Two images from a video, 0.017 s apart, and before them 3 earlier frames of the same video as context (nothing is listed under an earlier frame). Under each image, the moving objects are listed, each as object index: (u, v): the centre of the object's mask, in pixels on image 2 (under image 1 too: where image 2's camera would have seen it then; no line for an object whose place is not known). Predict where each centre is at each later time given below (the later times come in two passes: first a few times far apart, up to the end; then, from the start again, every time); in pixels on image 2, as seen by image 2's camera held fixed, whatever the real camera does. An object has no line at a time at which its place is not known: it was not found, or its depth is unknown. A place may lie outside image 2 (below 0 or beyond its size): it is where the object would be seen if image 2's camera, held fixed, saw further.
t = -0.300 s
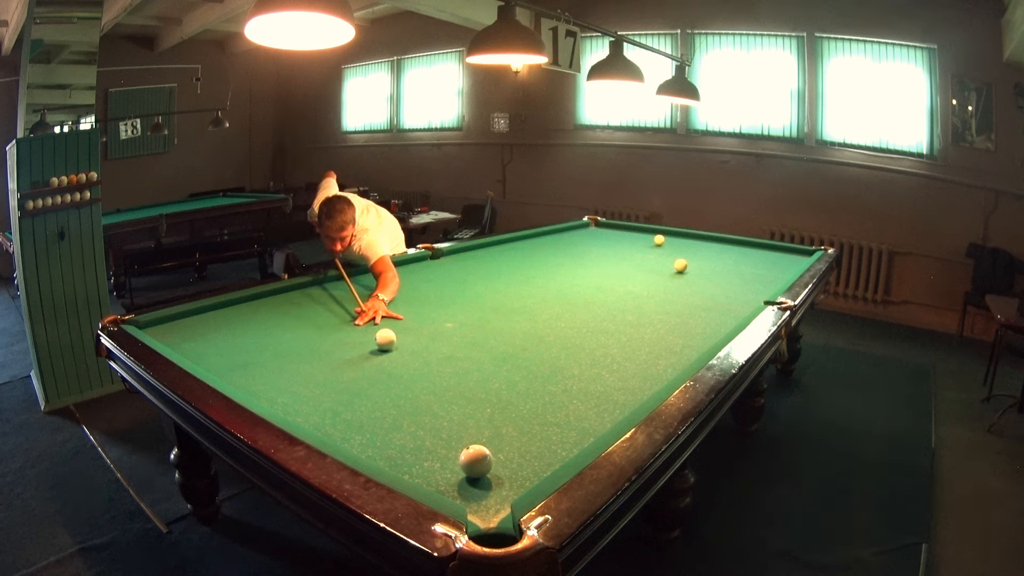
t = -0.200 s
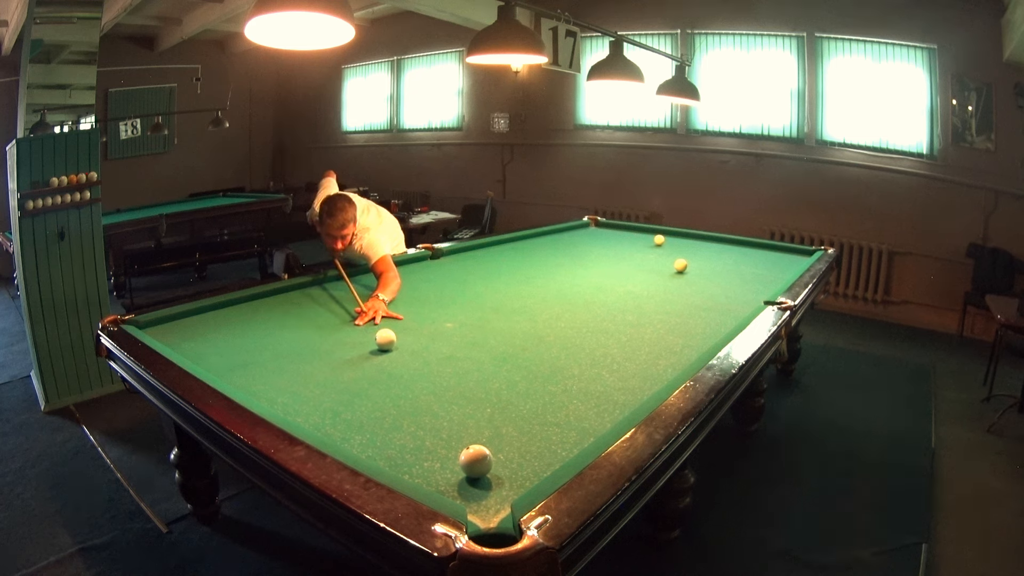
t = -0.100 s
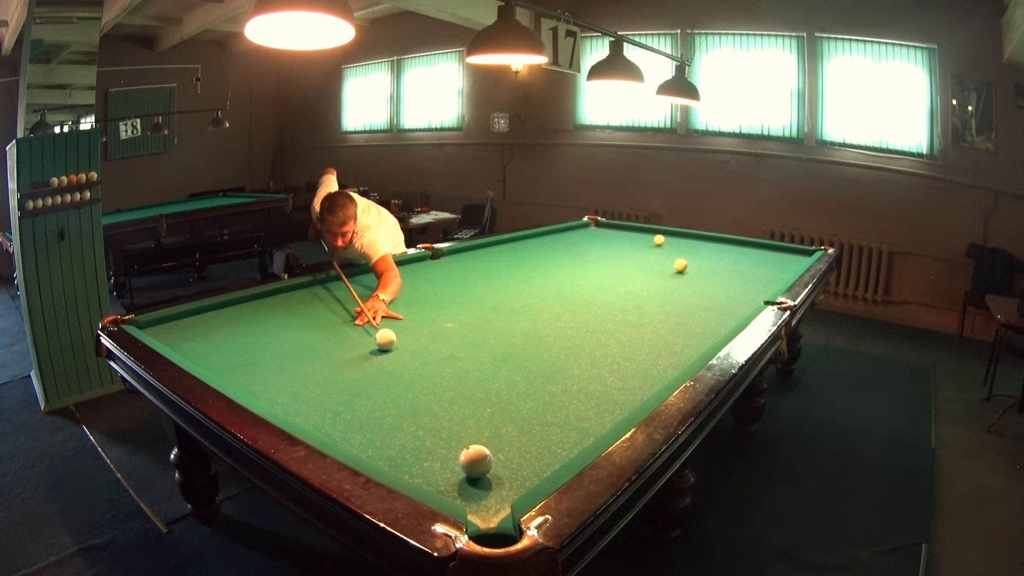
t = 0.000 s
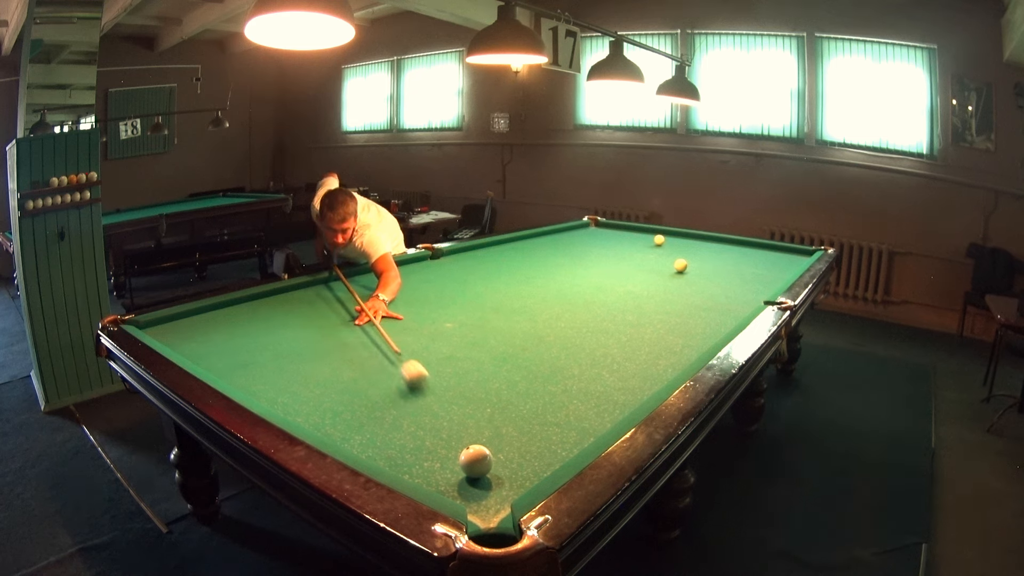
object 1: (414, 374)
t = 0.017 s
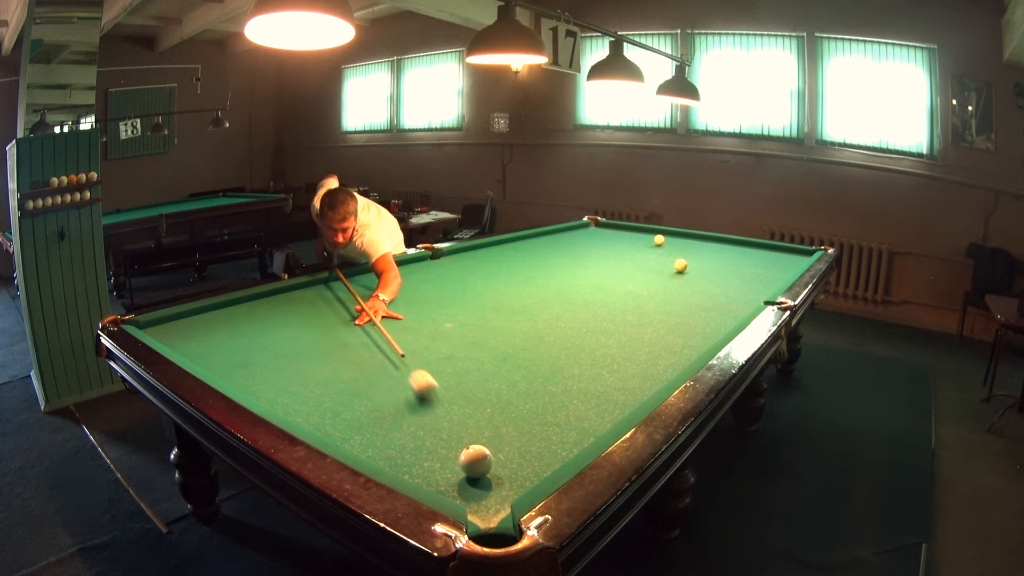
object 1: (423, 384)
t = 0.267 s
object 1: (556, 442)
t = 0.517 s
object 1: (583, 411)
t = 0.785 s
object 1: (585, 379)
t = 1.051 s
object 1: (587, 353)
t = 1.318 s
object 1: (589, 333)
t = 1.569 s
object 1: (590, 318)
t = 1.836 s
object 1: (591, 304)
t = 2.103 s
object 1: (591, 292)
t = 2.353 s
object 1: (592, 284)
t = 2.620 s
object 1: (592, 276)
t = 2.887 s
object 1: (593, 268)
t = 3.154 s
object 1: (593, 262)
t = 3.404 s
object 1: (593, 257)
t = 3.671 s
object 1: (593, 252)
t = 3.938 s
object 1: (593, 248)
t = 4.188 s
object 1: (594, 244)
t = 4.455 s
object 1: (594, 241)
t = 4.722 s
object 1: (595, 237)
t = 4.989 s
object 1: (595, 235)
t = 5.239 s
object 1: (595, 232)
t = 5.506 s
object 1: (596, 230)
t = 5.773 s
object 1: (596, 228)
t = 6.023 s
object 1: (596, 226)
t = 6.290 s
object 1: (597, 225)
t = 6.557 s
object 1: (597, 223)
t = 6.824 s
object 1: (596, 222)
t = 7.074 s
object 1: (595, 222)
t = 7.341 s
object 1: (595, 222)
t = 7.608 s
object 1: (595, 223)
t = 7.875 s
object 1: (595, 222)
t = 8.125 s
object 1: (595, 223)
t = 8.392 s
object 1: (595, 223)
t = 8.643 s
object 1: (595, 223)
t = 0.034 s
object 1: (432, 396)
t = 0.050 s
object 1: (443, 409)
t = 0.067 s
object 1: (455, 424)
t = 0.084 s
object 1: (464, 434)
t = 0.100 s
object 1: (477, 439)
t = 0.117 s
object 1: (487, 444)
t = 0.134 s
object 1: (496, 445)
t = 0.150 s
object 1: (505, 445)
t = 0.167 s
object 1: (513, 444)
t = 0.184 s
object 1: (521, 444)
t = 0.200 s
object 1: (528, 444)
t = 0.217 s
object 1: (536, 443)
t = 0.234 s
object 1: (543, 443)
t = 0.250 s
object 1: (549, 443)
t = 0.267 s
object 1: (556, 442)
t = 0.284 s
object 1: (562, 442)
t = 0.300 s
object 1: (568, 441)
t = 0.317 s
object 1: (574, 439)
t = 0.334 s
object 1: (579, 438)
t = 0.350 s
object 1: (579, 436)
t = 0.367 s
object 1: (580, 434)
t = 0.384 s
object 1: (580, 432)
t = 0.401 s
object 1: (581, 429)
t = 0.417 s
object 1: (581, 427)
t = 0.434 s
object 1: (582, 424)
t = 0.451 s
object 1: (582, 421)
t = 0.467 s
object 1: (582, 419)
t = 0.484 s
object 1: (582, 416)
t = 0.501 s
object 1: (582, 414)
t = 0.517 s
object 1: (583, 411)
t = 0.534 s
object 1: (583, 409)
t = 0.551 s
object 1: (583, 407)
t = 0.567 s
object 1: (583, 405)
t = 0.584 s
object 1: (583, 402)
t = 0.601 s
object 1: (584, 400)
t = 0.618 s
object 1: (584, 398)
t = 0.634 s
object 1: (584, 396)
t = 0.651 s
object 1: (584, 394)
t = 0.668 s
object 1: (584, 392)
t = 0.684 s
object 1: (584, 390)
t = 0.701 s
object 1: (585, 388)
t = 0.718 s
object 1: (585, 386)
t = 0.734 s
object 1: (585, 384)
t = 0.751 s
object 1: (585, 382)
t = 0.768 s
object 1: (585, 381)
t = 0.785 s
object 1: (585, 379)
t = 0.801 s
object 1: (585, 377)
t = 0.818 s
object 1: (586, 375)
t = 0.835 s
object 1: (586, 373)
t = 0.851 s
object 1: (586, 372)
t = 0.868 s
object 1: (586, 370)
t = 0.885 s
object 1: (586, 368)
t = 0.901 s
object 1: (586, 367)
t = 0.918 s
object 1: (587, 365)
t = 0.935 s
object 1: (587, 363)
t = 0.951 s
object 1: (587, 362)
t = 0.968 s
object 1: (587, 360)
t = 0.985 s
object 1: (587, 359)
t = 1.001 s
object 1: (587, 357)
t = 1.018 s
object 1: (587, 356)
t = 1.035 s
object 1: (587, 354)
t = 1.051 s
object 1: (587, 353)
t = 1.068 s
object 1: (588, 352)
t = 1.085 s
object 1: (588, 350)
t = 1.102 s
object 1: (588, 349)
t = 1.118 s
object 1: (588, 348)
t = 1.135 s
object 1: (588, 346)
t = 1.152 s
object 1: (588, 345)
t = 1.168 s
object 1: (588, 344)
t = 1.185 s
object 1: (588, 343)
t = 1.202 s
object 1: (588, 341)
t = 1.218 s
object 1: (589, 340)
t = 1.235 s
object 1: (589, 339)
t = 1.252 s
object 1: (589, 338)
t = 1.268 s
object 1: (589, 337)
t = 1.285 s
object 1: (589, 336)
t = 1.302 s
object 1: (589, 334)
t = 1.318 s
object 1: (589, 333)
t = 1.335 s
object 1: (589, 332)
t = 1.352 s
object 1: (589, 331)
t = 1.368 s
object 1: (589, 330)
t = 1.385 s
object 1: (589, 329)
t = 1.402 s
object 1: (589, 328)
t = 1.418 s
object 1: (590, 327)
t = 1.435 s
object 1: (590, 325)
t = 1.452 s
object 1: (590, 324)
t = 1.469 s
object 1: (590, 323)
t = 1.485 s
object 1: (590, 323)
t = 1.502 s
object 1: (590, 322)
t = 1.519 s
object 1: (590, 321)
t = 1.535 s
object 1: (590, 320)
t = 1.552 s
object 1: (590, 319)
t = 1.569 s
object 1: (590, 318)
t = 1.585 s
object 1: (590, 317)
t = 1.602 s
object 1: (590, 316)
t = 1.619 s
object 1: (590, 315)
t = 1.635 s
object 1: (590, 314)
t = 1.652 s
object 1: (590, 313)
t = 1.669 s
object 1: (590, 312)
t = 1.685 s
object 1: (590, 312)
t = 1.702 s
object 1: (591, 311)
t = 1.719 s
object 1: (591, 310)
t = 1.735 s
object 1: (591, 309)
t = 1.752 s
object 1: (591, 308)
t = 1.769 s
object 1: (591, 307)
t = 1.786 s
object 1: (591, 307)
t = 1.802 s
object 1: (591, 306)
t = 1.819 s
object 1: (591, 305)
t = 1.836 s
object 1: (591, 304)
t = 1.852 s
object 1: (591, 303)
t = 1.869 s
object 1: (591, 303)
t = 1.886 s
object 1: (591, 302)
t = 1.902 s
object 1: (591, 301)
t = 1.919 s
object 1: (591, 300)
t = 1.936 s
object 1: (591, 300)
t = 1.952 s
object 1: (591, 299)
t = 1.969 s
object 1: (591, 298)
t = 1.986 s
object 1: (591, 298)
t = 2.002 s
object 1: (591, 297)
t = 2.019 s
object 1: (591, 296)
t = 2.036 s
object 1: (591, 295)
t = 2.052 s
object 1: (591, 295)
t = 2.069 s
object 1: (591, 294)
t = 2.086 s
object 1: (591, 293)
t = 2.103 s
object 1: (591, 292)
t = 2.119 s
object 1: (592, 292)
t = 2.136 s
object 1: (592, 291)
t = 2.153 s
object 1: (592, 291)
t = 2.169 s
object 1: (592, 290)
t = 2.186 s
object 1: (592, 290)
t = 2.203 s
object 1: (592, 289)
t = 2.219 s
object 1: (592, 288)
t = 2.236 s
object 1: (592, 288)
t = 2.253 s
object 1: (592, 287)
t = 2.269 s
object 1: (592, 287)
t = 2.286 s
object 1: (592, 286)
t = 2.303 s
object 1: (592, 285)
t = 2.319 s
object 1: (592, 285)
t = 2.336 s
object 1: (592, 284)
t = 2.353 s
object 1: (592, 284)
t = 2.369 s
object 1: (592, 283)
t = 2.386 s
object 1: (592, 283)
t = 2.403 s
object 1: (592, 282)
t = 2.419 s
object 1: (592, 282)
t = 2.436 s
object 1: (592, 281)
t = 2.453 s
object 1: (592, 281)
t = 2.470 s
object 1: (592, 280)
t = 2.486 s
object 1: (592, 280)
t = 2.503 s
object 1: (592, 279)
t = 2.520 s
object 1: (592, 279)
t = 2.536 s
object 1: (592, 278)
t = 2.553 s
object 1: (592, 278)
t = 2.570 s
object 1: (592, 277)
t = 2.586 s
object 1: (592, 276)
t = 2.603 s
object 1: (592, 276)
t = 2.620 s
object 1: (592, 276)
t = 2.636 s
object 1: (592, 275)
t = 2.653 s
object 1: (592, 275)
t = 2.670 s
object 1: (592, 274)
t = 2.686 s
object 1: (592, 273)
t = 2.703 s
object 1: (592, 273)
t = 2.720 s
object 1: (592, 273)
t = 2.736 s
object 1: (592, 272)
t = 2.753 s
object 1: (592, 272)
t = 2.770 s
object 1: (592, 271)
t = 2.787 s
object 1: (592, 271)
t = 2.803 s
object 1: (592, 271)
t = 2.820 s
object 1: (593, 270)
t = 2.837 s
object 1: (593, 270)
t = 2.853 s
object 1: (593, 269)
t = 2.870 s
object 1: (592, 269)
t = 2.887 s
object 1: (593, 268)
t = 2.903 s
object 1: (593, 268)
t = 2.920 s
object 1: (593, 268)
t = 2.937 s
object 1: (593, 267)
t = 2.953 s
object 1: (593, 267)
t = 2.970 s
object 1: (593, 266)
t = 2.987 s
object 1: (593, 266)
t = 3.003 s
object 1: (593, 266)
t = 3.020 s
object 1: (593, 265)
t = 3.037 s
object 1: (593, 265)
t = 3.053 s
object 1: (593, 264)
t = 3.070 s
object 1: (593, 264)
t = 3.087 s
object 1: (593, 264)
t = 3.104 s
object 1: (593, 263)
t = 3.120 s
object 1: (593, 263)
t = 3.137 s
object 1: (593, 262)
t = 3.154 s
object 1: (593, 262)
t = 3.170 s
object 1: (593, 262)
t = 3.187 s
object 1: (593, 261)
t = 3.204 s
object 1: (593, 261)
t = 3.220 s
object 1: (593, 261)
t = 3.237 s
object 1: (593, 261)
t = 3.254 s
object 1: (593, 260)
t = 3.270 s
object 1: (593, 260)
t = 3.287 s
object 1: (593, 259)
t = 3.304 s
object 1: (593, 259)
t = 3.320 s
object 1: (593, 259)
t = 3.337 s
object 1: (593, 258)
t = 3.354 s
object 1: (593, 258)
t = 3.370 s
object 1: (593, 258)
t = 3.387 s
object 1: (593, 257)
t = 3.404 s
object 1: (593, 257)
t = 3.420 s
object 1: (593, 257)
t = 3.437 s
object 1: (593, 256)
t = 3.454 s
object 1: (593, 256)
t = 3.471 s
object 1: (593, 256)
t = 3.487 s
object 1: (593, 255)
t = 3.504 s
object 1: (593, 255)
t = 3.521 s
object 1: (593, 255)
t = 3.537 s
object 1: (593, 254)
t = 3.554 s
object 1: (593, 254)
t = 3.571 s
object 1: (593, 254)
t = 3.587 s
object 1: (593, 253)
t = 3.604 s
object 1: (593, 253)
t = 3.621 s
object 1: (593, 253)
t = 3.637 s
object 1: (593, 253)
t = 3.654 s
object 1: (593, 252)
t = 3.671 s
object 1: (593, 252)
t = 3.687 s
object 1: (593, 252)
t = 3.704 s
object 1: (593, 252)
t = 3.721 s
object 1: (593, 251)
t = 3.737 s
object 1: (593, 251)
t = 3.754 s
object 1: (593, 251)
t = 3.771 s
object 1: (593, 250)
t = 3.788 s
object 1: (593, 250)
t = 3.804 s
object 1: (593, 250)
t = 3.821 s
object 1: (593, 250)
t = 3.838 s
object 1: (593, 249)
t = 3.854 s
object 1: (593, 249)
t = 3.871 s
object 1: (593, 249)
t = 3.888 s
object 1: (593, 248)
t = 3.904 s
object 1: (593, 248)
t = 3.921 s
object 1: (593, 248)
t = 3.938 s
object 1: (593, 248)
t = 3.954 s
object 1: (593, 248)
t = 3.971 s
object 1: (593, 247)
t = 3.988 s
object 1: (594, 247)
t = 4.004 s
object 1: (593, 247)
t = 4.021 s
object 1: (593, 247)
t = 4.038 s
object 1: (594, 246)
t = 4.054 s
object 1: (594, 246)
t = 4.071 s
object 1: (594, 246)
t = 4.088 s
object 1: (594, 245)
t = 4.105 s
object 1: (594, 245)
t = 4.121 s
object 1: (594, 245)
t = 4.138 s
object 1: (594, 245)
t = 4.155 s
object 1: (594, 245)
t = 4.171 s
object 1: (594, 244)
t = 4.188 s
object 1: (594, 244)
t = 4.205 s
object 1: (594, 244)
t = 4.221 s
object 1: (594, 244)
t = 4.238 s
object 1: (594, 243)
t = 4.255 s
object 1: (594, 243)
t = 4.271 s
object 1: (594, 243)
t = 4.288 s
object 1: (594, 243)
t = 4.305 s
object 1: (594, 242)
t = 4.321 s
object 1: (594, 242)
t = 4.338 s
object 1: (594, 242)
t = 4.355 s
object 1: (594, 242)
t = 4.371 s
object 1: (594, 242)
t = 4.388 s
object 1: (594, 241)
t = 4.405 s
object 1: (594, 241)
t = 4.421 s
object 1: (594, 241)
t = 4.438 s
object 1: (594, 241)
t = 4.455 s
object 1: (594, 241)
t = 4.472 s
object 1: (594, 240)
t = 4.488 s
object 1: (594, 240)
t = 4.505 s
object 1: (594, 240)
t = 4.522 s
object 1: (594, 240)
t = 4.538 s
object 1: (594, 240)
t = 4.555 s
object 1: (594, 240)
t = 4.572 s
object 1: (594, 239)
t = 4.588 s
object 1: (594, 239)
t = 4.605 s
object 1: (594, 239)
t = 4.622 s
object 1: (594, 239)
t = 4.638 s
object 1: (594, 238)
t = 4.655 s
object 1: (594, 238)
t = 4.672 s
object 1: (594, 238)
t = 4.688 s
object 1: (594, 238)
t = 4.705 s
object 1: (594, 238)
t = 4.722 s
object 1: (595, 237)
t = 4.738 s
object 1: (594, 237)
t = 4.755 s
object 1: (595, 237)
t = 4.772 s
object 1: (595, 237)
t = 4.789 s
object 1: (595, 237)
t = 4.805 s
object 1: (595, 237)
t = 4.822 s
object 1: (595, 236)
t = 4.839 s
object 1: (595, 236)
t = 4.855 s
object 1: (595, 236)
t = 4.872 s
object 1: (595, 236)
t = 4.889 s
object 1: (595, 236)
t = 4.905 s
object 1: (595, 236)
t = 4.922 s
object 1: (595, 235)
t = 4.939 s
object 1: (595, 235)
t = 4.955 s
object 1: (595, 235)
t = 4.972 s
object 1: (595, 235)
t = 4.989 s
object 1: (595, 235)
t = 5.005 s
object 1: (595, 234)
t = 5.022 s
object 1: (595, 234)
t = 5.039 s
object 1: (595, 234)
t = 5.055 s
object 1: (595, 234)
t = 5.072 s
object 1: (595, 234)
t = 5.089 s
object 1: (595, 234)
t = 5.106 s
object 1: (595, 233)
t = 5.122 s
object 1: (595, 233)
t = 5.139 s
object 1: (595, 233)
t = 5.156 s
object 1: (595, 233)
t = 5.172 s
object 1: (595, 233)
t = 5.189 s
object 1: (595, 233)
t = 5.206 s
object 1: (595, 232)
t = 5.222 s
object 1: (595, 232)
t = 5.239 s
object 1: (595, 232)
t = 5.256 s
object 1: (596, 232)
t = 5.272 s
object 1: (596, 232)
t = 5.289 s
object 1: (596, 232)
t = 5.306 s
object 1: (596, 232)
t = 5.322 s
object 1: (596, 232)
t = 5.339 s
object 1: (596, 231)
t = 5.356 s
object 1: (596, 231)
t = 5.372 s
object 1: (596, 231)
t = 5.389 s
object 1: (596, 231)
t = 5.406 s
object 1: (596, 231)
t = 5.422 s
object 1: (596, 231)
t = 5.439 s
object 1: (596, 231)
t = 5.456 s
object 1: (596, 230)
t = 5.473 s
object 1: (596, 230)
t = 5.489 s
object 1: (596, 230)
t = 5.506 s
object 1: (596, 230)
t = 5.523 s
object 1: (596, 230)
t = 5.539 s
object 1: (596, 230)
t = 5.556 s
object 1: (596, 230)
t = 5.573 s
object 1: (596, 229)
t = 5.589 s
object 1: (596, 229)
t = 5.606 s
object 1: (596, 229)
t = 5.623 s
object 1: (596, 229)
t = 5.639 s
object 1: (596, 229)
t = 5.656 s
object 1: (596, 229)
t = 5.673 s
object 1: (596, 229)
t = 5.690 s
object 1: (596, 228)
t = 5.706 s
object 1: (596, 228)
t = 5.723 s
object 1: (596, 228)
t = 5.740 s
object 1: (596, 228)
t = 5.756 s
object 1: (596, 228)
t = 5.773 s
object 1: (596, 228)
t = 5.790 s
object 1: (596, 228)
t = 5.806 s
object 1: (596, 228)
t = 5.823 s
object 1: (596, 228)
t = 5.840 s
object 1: (596, 227)
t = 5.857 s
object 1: (596, 227)
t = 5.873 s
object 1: (596, 227)
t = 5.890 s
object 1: (596, 227)
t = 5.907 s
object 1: (596, 227)
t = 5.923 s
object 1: (596, 227)
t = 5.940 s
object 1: (596, 227)
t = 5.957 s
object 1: (596, 227)
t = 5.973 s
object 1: (596, 226)
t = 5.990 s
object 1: (596, 226)
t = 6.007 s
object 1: (596, 226)
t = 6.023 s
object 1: (596, 226)
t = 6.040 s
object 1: (596, 226)
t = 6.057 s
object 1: (596, 226)
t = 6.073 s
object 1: (596, 226)
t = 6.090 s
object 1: (596, 226)
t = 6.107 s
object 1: (596, 226)
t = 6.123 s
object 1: (596, 225)
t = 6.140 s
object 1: (596, 225)
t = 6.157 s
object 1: (596, 225)
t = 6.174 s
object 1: (596, 225)
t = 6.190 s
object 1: (596, 225)
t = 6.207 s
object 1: (597, 225)
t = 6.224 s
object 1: (597, 225)
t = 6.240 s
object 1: (597, 225)
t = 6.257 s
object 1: (597, 225)
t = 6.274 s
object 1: (597, 225)
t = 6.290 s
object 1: (597, 225)
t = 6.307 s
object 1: (597, 224)
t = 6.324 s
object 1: (597, 224)
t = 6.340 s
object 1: (597, 224)
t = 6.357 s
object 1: (597, 224)
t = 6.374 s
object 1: (597, 224)
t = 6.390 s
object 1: (597, 224)
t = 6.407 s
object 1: (597, 224)
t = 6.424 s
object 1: (597, 224)
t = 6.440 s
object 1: (597, 224)
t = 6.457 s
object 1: (597, 224)
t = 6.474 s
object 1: (597, 223)
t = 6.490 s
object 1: (597, 223)
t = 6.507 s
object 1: (597, 223)
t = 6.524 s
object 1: (597, 223)
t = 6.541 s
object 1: (597, 223)
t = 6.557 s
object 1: (597, 223)
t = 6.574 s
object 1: (597, 223)
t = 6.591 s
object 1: (597, 223)
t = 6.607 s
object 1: (596, 222)
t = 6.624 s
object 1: (596, 222)
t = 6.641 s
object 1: (595, 222)
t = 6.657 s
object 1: (595, 222)
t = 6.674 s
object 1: (595, 222)
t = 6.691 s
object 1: (595, 223)
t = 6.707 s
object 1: (596, 222)
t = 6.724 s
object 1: (596, 222)
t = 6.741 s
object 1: (596, 222)
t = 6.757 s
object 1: (596, 222)
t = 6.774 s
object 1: (596, 222)
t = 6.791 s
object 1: (596, 222)
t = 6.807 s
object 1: (596, 222)
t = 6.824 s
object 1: (596, 222)
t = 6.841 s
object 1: (596, 222)
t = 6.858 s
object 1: (596, 222)
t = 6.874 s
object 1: (596, 222)
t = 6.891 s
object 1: (596, 222)
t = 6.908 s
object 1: (596, 222)
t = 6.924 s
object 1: (596, 222)
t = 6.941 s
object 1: (596, 222)
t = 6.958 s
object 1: (596, 222)
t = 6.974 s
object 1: (596, 222)
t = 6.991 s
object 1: (596, 222)
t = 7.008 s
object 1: (595, 222)
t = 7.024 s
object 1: (595, 222)
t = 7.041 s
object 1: (595, 222)
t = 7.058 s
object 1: (595, 222)
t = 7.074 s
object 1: (595, 222)
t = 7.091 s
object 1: (595, 222)
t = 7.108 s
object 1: (595, 222)
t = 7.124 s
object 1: (595, 223)
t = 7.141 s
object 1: (595, 222)
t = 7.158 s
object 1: (595, 222)
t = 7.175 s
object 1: (595, 222)
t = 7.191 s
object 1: (595, 222)
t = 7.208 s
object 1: (595, 222)
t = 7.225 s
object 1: (595, 222)
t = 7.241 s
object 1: (595, 222)
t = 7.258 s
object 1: (595, 222)
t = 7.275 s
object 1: (595, 222)
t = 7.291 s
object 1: (595, 222)
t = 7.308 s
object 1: (595, 222)
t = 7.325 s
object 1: (595, 222)
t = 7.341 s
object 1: (595, 222)
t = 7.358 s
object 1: (595, 223)
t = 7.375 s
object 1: (595, 223)
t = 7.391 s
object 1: (595, 223)
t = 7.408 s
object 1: (595, 223)
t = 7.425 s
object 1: (595, 222)
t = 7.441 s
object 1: (595, 223)
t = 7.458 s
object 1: (595, 222)
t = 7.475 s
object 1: (595, 222)
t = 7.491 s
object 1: (595, 222)
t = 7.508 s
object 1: (595, 222)
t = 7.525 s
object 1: (595, 223)
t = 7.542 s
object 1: (595, 223)
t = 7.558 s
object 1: (595, 223)
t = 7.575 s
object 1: (595, 222)
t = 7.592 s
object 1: (595, 222)
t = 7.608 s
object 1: (595, 223)
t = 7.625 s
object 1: (595, 223)
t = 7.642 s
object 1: (595, 223)
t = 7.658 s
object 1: (595, 223)
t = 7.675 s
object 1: (595, 223)
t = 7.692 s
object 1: (595, 223)
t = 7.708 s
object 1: (595, 222)
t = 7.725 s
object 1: (595, 223)
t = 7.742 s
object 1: (595, 222)
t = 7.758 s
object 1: (595, 222)
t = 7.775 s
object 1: (595, 222)
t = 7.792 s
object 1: (595, 223)
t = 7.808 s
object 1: (595, 222)
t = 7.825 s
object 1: (595, 222)
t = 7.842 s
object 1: (595, 222)
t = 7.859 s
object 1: (595, 222)
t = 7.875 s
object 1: (595, 222)
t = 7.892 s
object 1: (595, 223)
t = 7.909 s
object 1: (595, 222)
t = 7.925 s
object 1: (595, 222)
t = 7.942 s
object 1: (595, 223)
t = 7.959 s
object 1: (595, 223)
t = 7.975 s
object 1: (595, 223)
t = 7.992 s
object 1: (595, 223)
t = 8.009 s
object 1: (595, 223)
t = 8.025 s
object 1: (595, 223)
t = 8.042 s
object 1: (595, 223)
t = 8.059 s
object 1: (595, 223)
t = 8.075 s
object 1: (595, 223)
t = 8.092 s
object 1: (595, 223)
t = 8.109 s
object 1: (595, 223)
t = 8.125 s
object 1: (595, 223)
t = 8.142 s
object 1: (595, 223)
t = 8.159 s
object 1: (595, 223)
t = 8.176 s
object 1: (595, 223)
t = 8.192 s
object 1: (595, 223)
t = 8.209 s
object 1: (595, 223)
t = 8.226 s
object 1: (595, 223)
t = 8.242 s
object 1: (595, 223)
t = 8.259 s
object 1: (595, 223)
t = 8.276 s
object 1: (595, 223)
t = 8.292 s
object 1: (595, 223)
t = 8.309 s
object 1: (595, 223)
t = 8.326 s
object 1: (595, 223)
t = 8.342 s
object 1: (595, 223)
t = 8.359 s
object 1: (595, 223)
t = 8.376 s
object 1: (595, 223)
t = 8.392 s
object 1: (595, 223)
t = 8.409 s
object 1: (595, 223)
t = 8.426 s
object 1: (595, 223)
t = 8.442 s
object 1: (595, 223)
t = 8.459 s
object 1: (595, 223)
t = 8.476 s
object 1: (595, 223)
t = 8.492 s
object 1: (595, 223)
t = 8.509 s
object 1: (595, 223)
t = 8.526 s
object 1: (595, 223)
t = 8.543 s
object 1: (595, 223)
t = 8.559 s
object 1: (595, 223)
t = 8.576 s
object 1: (595, 223)
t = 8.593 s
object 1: (595, 223)
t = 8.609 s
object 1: (595, 223)
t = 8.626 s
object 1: (595, 222)
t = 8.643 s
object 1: (595, 223)
